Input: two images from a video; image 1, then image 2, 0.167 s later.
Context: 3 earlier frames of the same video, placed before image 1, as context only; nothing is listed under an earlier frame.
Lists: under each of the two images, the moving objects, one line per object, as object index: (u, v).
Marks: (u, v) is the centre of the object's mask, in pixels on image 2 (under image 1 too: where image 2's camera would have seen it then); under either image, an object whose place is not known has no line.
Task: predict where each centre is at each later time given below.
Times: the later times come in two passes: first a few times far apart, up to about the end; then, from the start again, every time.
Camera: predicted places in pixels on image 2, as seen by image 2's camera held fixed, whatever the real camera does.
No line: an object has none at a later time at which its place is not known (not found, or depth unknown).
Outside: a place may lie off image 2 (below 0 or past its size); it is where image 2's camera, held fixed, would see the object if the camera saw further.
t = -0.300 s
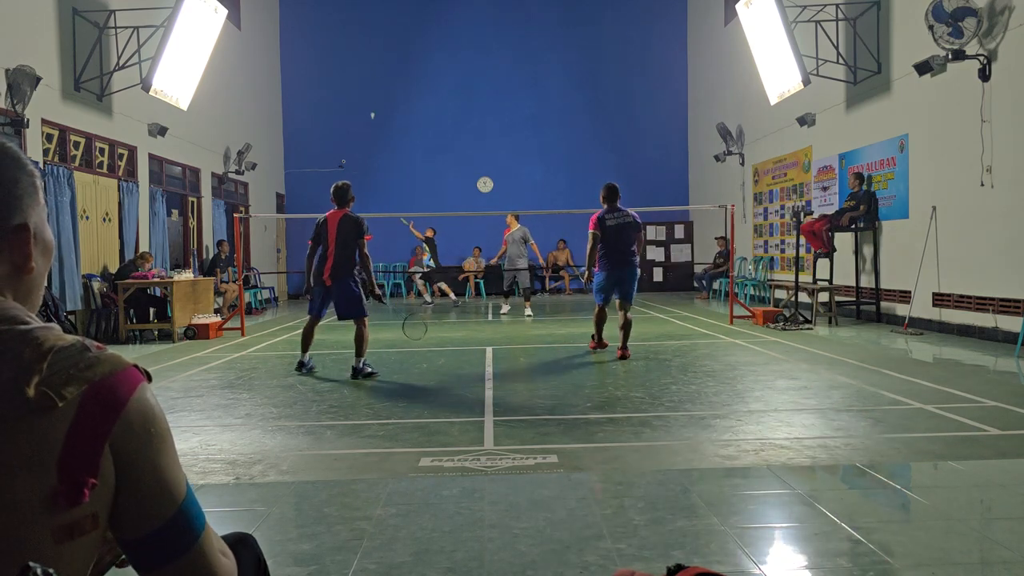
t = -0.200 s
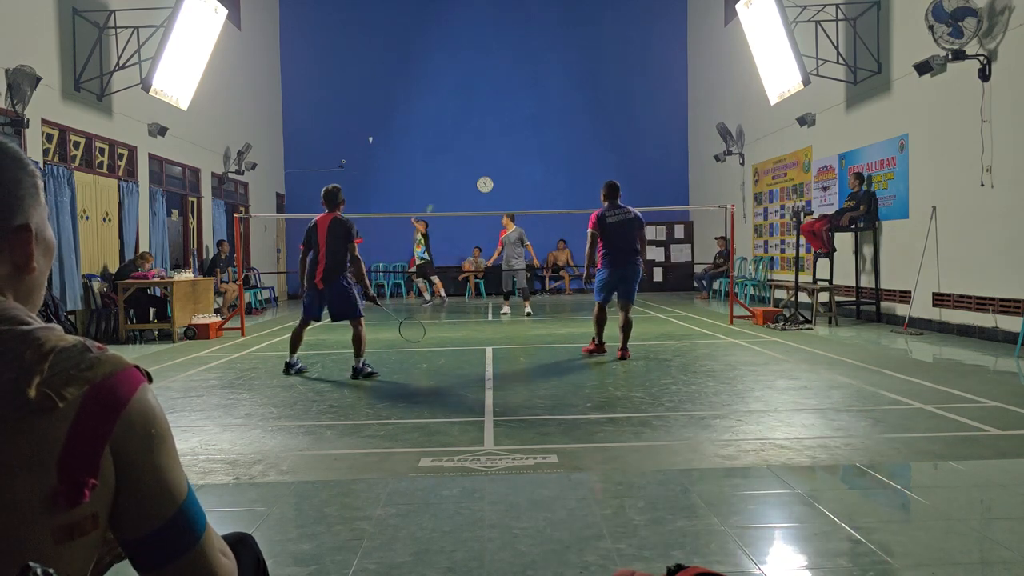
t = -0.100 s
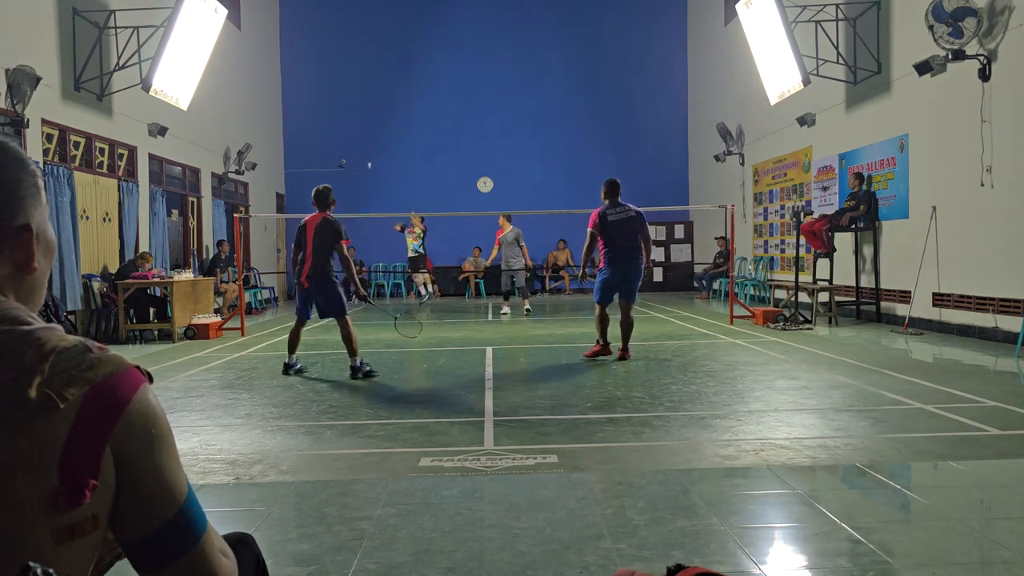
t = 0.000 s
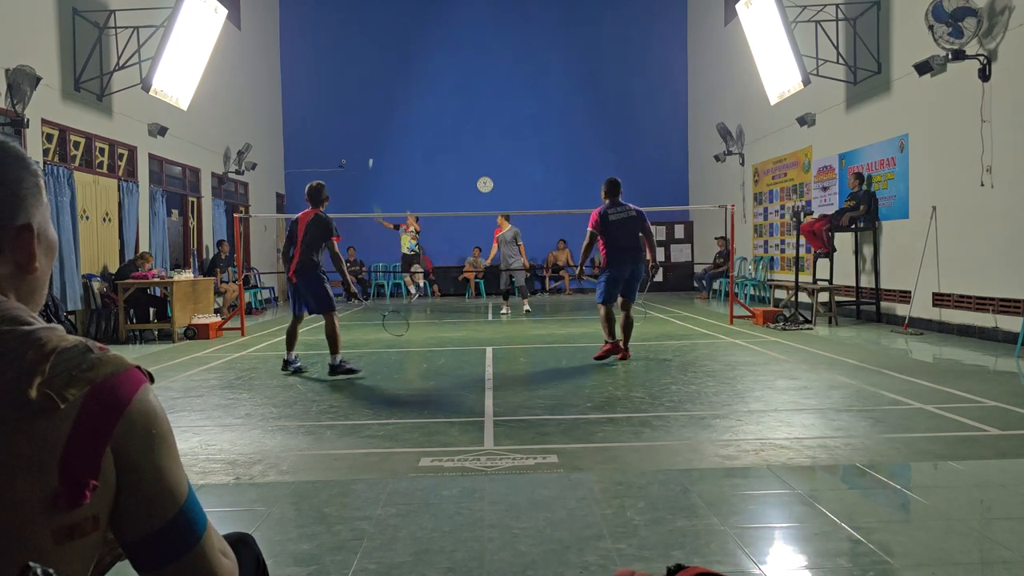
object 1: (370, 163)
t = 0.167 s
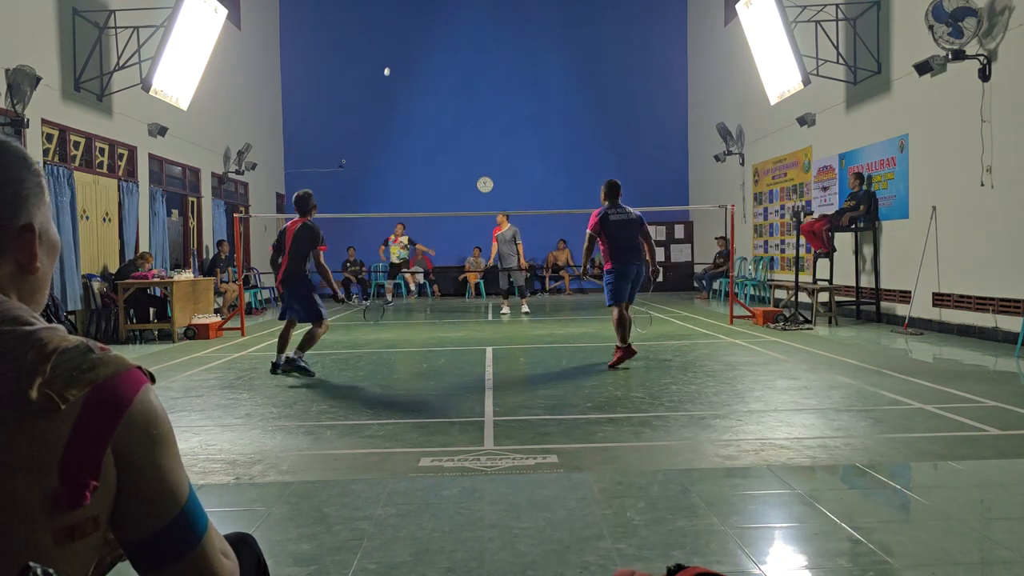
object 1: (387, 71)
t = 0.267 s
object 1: (394, 39)
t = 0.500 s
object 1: (407, 6)
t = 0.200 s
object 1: (389, 59)
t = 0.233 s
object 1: (392, 49)
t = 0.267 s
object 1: (394, 39)
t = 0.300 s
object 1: (396, 31)
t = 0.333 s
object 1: (398, 24)
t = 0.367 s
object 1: (400, 18)
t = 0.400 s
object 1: (402, 14)
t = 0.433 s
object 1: (404, 10)
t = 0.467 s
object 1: (405, 8)
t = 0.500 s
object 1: (407, 6)
